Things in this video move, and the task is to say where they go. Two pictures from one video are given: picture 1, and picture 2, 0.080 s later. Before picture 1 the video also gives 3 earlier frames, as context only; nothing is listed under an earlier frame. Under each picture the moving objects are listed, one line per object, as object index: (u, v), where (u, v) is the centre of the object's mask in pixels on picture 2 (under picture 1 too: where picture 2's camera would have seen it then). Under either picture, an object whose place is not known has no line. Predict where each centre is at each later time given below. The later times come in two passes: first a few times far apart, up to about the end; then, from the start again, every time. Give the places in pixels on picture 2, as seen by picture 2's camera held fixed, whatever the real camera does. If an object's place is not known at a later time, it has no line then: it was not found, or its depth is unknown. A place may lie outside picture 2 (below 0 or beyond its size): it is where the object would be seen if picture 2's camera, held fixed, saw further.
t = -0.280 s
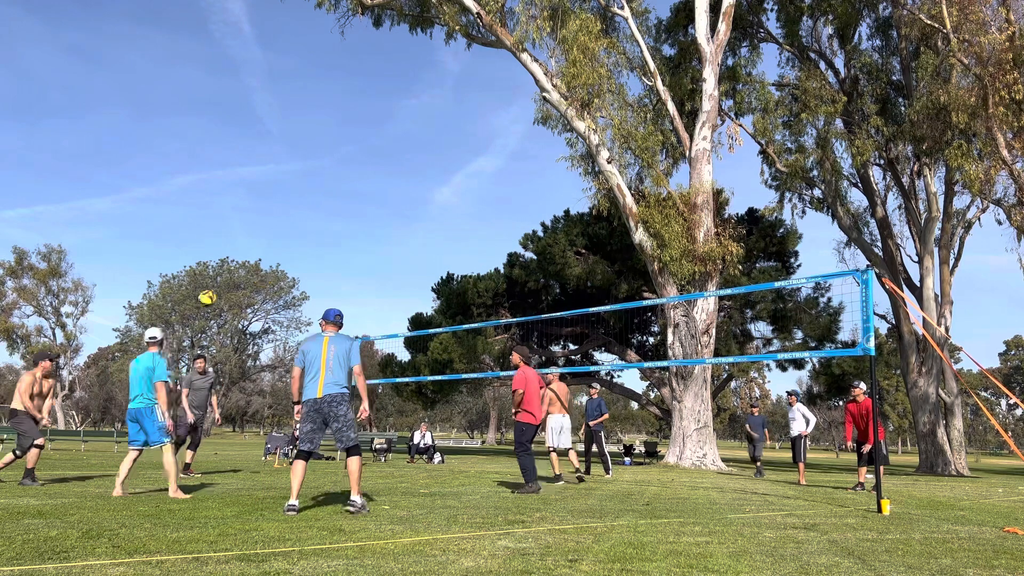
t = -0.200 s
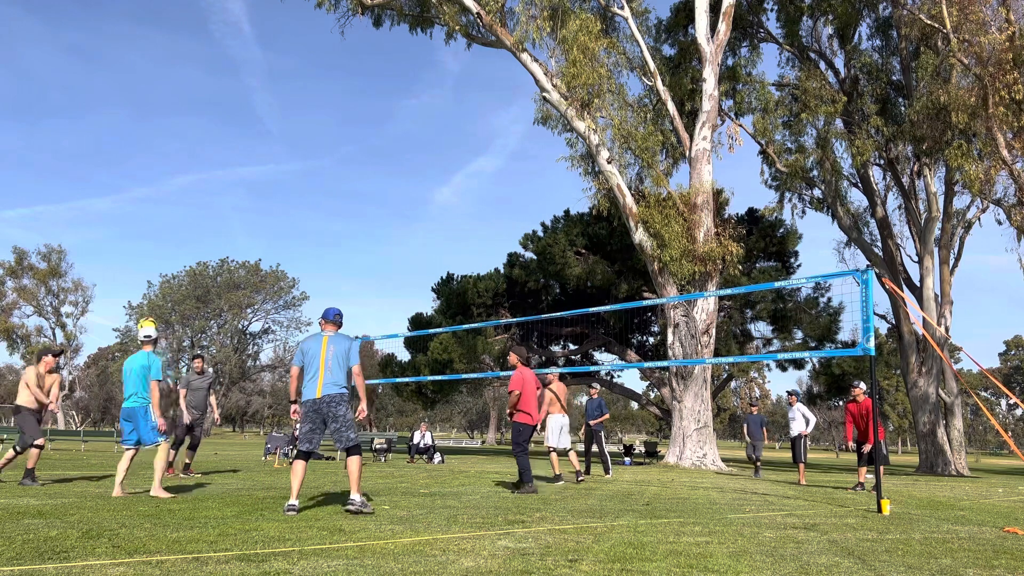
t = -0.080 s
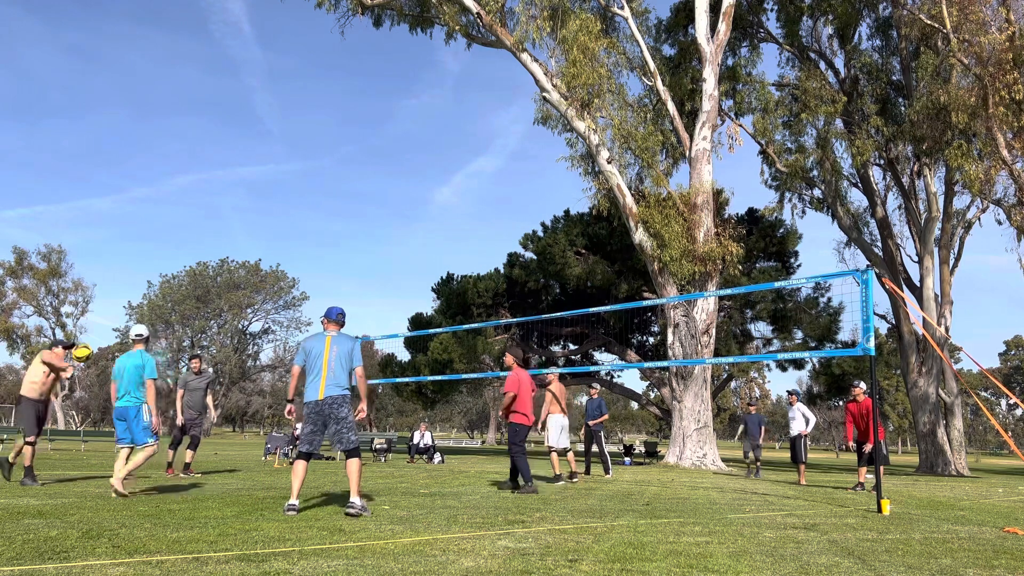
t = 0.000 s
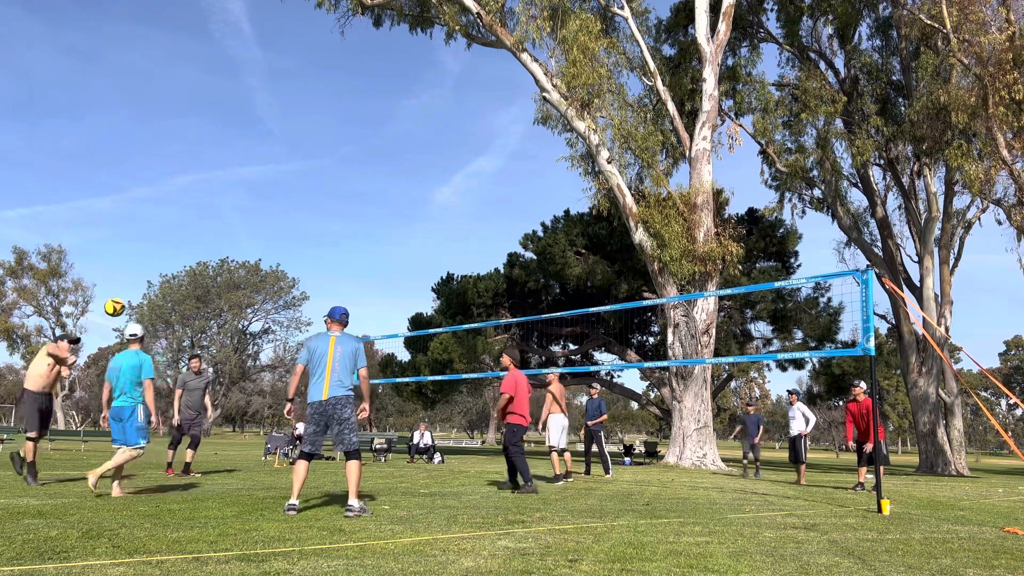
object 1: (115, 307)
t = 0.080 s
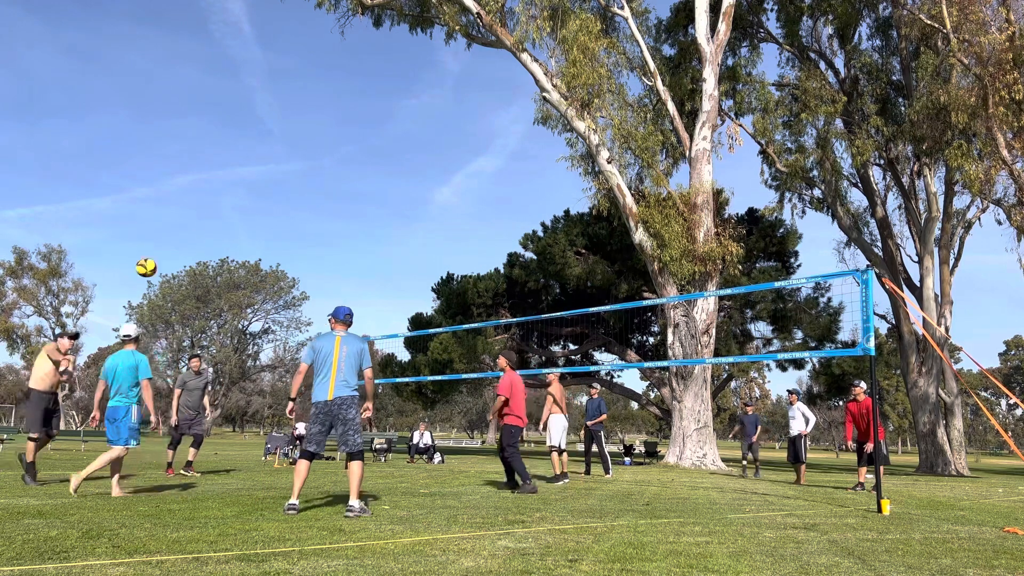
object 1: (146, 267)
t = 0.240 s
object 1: (207, 206)
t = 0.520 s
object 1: (311, 156)
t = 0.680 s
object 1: (370, 160)
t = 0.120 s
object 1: (162, 250)
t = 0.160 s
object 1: (177, 234)
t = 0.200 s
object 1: (192, 219)
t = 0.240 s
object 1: (207, 206)
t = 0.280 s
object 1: (223, 195)
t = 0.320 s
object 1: (237, 184)
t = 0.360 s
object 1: (252, 176)
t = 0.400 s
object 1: (267, 168)
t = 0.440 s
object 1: (282, 163)
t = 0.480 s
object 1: (296, 159)
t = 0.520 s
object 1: (311, 156)
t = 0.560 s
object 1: (326, 155)
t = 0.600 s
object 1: (341, 155)
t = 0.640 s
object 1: (356, 157)
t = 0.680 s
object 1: (370, 160)
